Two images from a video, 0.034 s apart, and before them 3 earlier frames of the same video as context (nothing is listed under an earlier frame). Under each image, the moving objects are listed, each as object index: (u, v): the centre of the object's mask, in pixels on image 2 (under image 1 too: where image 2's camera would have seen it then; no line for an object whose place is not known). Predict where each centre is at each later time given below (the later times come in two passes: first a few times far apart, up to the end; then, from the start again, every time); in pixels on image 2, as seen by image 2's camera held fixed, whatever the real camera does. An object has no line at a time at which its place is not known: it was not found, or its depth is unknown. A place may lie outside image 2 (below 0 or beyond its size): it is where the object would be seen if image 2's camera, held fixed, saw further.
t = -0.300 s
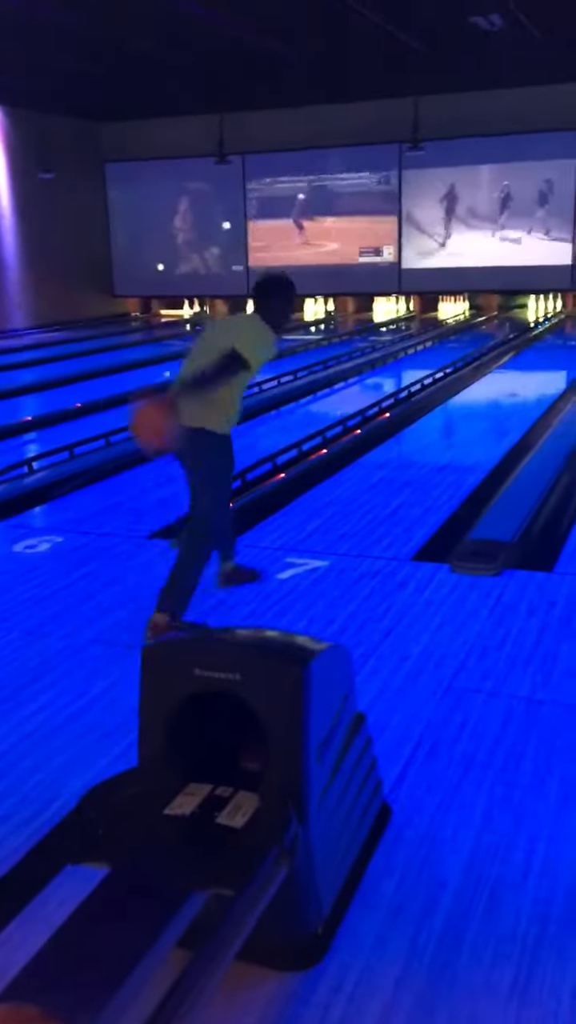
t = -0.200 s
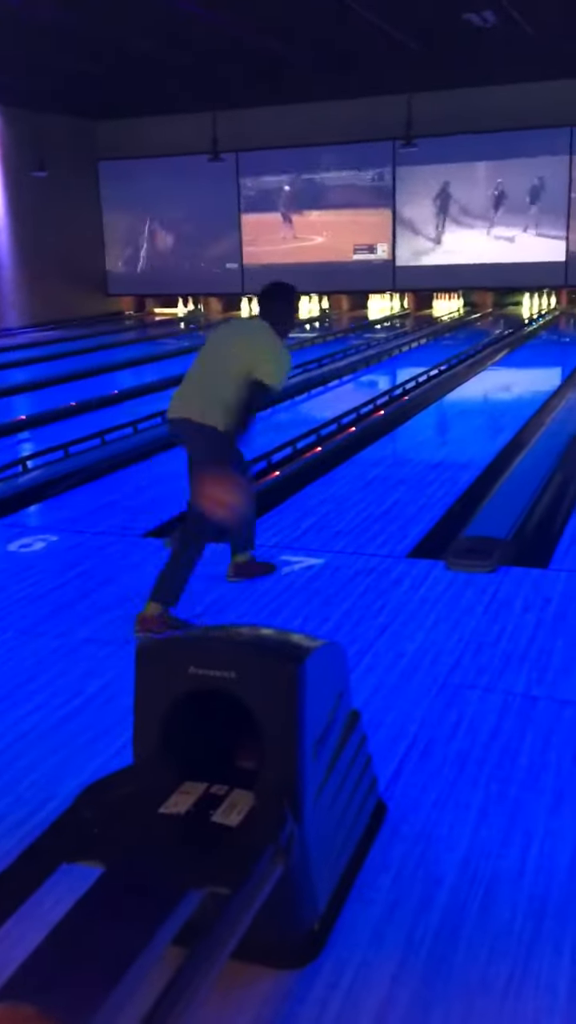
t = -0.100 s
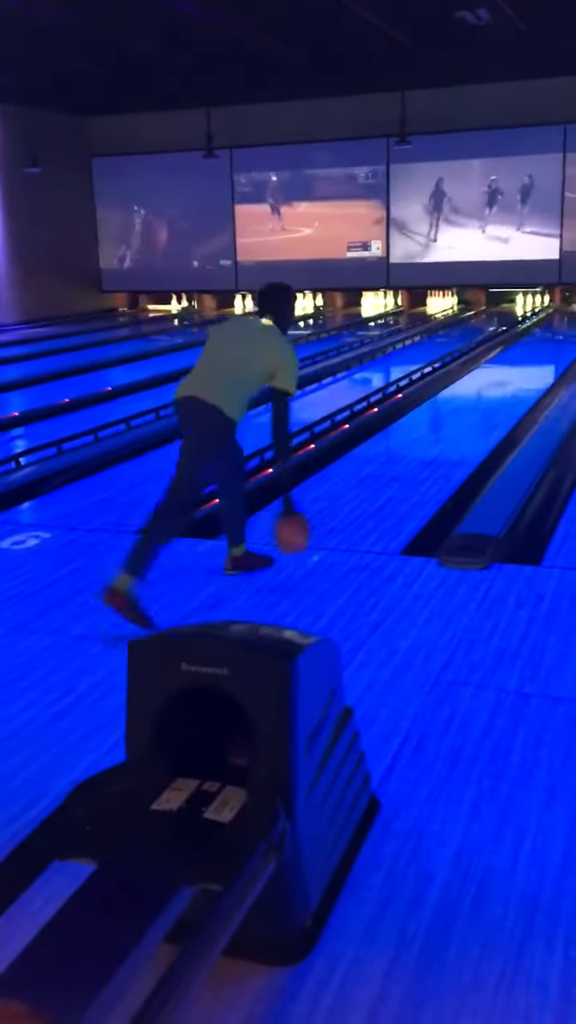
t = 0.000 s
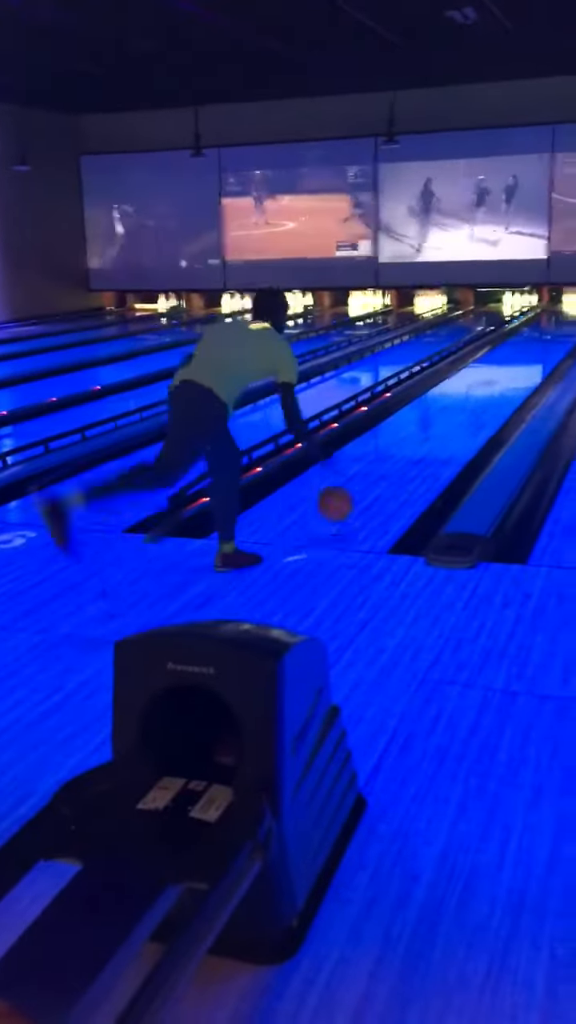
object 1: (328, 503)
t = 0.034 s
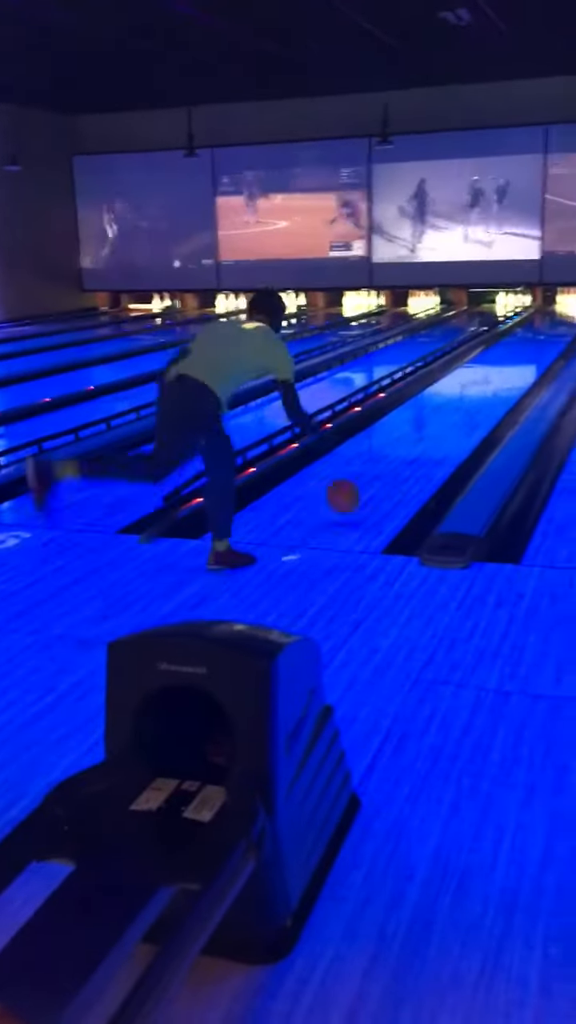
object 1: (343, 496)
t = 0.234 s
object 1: (406, 447)
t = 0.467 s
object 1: (450, 403)
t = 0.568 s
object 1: (465, 389)
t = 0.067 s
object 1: (355, 490)
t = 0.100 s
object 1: (367, 482)
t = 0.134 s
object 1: (378, 470)
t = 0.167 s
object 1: (388, 460)
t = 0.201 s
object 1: (397, 452)
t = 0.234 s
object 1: (406, 447)
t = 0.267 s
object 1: (412, 439)
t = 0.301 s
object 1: (421, 432)
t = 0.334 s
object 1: (427, 426)
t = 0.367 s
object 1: (434, 419)
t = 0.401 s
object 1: (441, 414)
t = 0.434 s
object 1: (445, 408)
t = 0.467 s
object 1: (450, 403)
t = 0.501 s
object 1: (456, 398)
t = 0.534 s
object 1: (461, 394)
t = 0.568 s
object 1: (465, 389)
